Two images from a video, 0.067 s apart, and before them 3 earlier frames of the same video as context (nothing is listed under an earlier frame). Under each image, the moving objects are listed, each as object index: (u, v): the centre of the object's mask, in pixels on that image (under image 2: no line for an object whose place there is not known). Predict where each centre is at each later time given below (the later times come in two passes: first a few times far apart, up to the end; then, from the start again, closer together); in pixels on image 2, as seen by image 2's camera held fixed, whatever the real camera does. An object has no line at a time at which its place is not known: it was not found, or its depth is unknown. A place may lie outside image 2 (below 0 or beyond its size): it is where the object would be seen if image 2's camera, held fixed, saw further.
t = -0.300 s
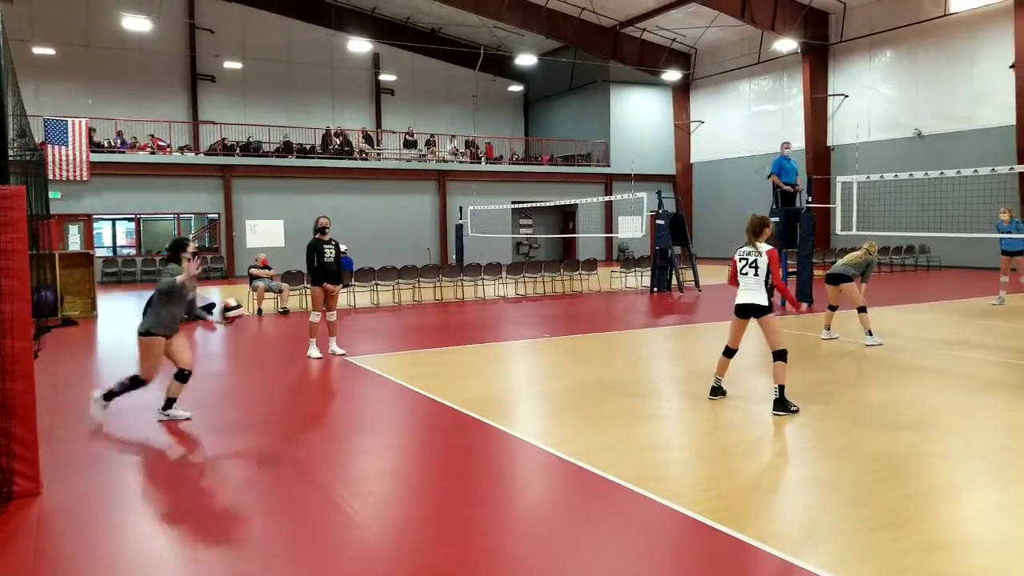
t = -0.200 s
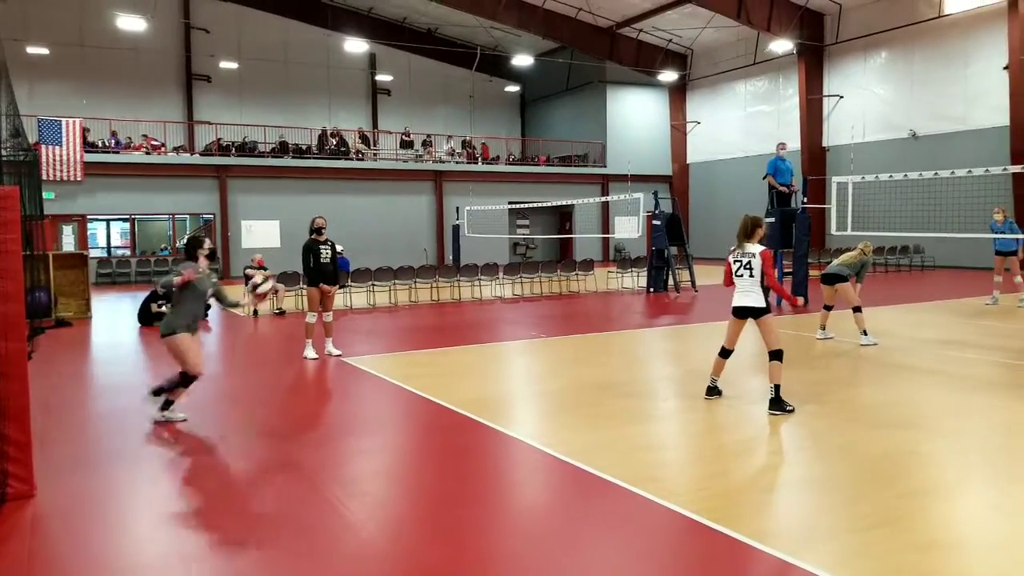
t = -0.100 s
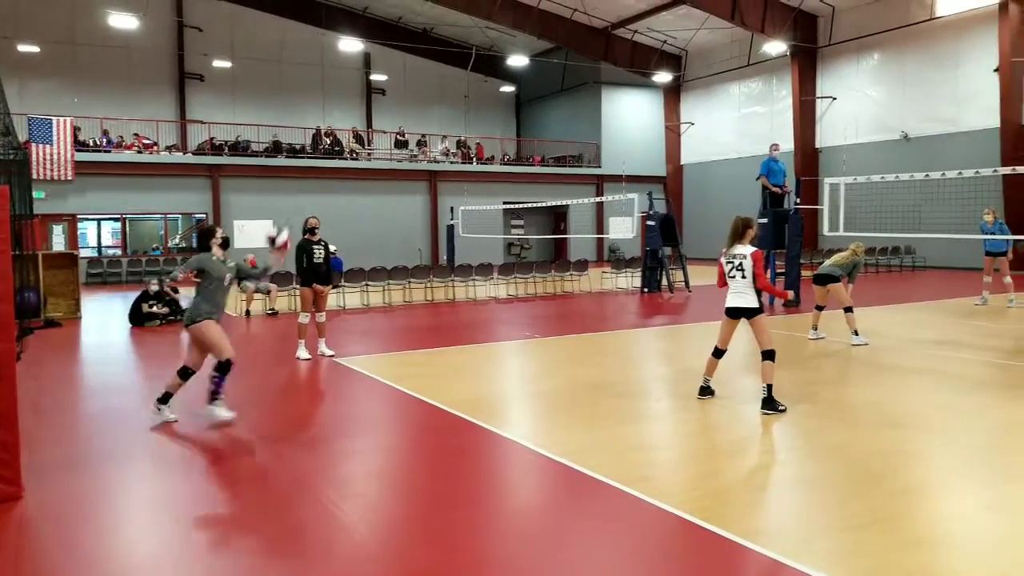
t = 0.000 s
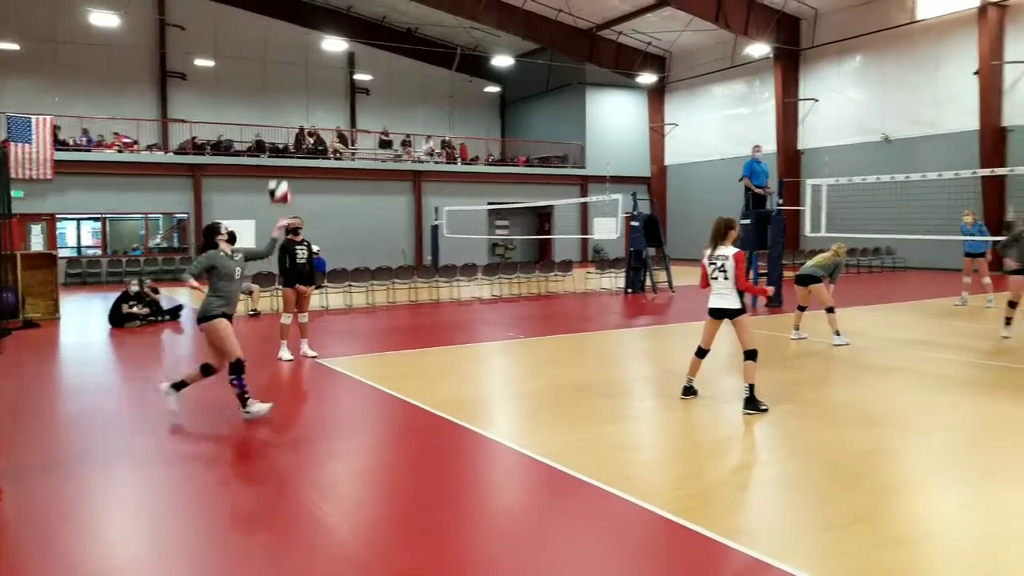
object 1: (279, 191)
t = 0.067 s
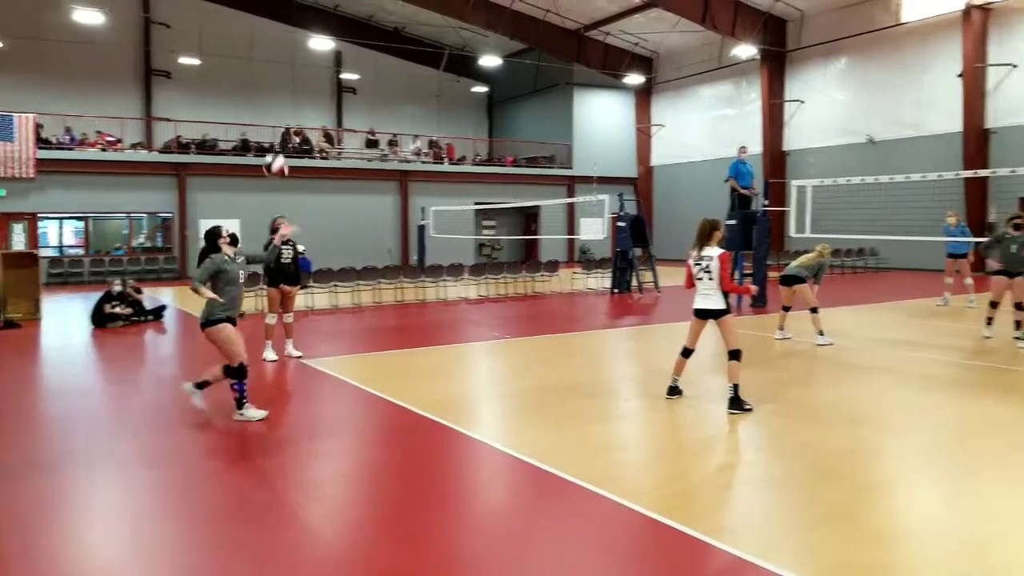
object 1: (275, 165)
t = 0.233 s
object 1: (303, 125)
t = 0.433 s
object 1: (341, 119)
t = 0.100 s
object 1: (281, 154)
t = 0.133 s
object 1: (287, 145)
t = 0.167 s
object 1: (292, 137)
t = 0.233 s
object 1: (303, 125)
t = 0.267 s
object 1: (310, 121)
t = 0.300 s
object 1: (316, 118)
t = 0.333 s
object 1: (322, 116)
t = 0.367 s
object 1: (329, 116)
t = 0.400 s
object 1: (335, 117)
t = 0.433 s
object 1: (341, 119)
